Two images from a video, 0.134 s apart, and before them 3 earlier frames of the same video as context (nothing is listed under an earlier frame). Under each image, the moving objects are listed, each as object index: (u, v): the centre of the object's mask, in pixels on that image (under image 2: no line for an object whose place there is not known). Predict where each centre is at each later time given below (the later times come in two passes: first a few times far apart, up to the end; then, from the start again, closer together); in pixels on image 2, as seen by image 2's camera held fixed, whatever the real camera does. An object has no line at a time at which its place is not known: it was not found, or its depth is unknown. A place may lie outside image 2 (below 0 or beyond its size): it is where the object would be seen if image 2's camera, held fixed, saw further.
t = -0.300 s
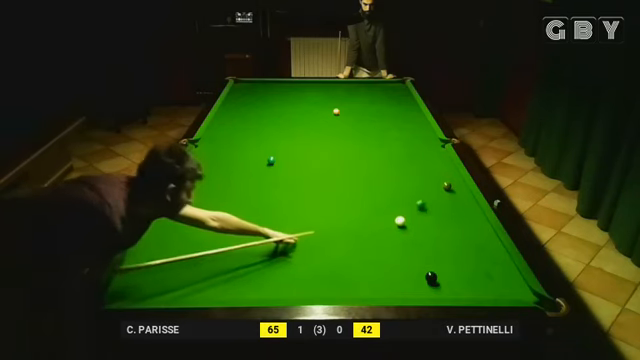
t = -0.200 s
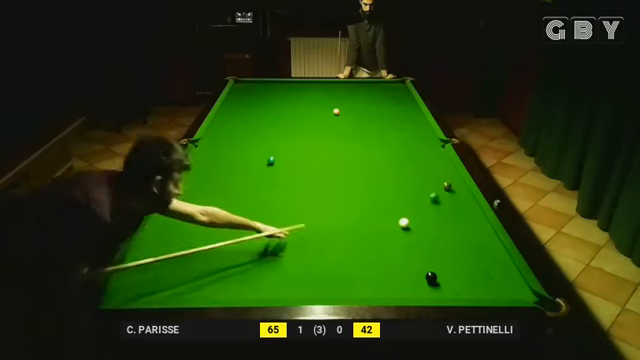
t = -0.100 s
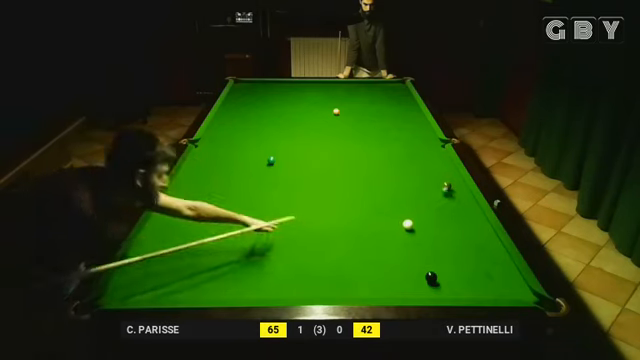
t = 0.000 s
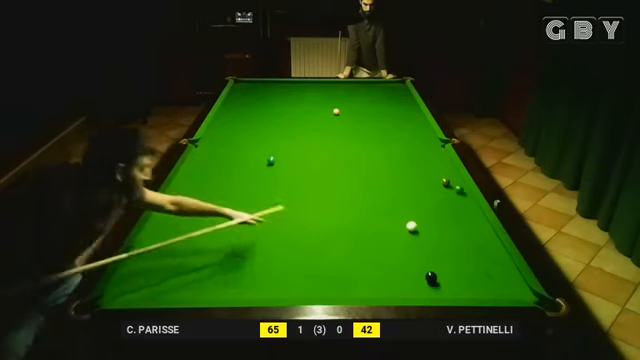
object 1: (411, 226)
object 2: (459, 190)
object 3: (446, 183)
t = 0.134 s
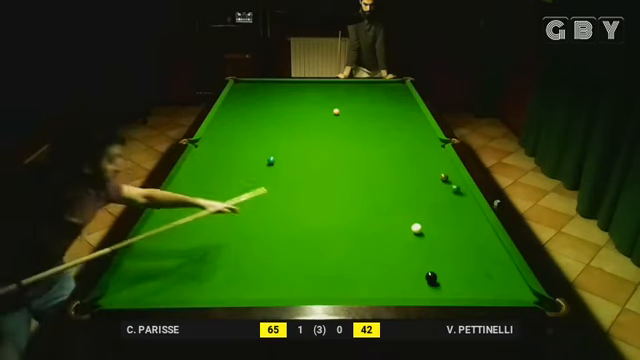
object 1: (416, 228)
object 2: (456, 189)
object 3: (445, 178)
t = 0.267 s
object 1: (421, 230)
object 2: (445, 189)
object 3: (443, 174)
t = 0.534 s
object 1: (429, 234)
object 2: (423, 189)
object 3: (441, 166)
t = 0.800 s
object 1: (437, 238)
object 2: (402, 189)
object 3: (438, 158)
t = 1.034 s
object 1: (443, 240)
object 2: (386, 189)
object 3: (437, 153)
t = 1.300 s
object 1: (449, 243)
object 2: (368, 189)
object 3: (434, 148)
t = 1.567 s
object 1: (453, 245)
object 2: (351, 188)
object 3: (432, 143)
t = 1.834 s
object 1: (457, 246)
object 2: (336, 188)
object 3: (430, 139)
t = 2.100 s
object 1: (459, 247)
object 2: (322, 188)
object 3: (428, 136)
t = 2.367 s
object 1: (461, 248)
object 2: (308, 188)
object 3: (427, 132)
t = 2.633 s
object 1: (461, 248)
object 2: (296, 187)
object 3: (425, 129)
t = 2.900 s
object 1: (461, 248)
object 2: (285, 187)
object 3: (423, 127)
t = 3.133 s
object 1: (461, 248)
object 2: (276, 188)
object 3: (422, 124)
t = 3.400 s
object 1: (461, 248)
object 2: (267, 187)
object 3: (420, 122)
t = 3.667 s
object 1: (461, 248)
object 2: (259, 188)
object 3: (420, 122)
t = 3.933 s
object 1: (461, 248)
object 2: (253, 188)
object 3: (419, 120)
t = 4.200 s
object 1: (461, 248)
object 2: (247, 188)
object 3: (418, 119)
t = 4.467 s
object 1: (461, 248)
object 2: (243, 188)
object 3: (417, 118)
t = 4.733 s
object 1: (461, 248)
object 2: (240, 188)
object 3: (417, 118)
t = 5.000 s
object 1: (461, 248)
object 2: (238, 189)
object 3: (417, 118)
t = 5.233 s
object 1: (461, 248)
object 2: (237, 189)
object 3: (417, 118)
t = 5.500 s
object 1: (461, 248)
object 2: (237, 189)
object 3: (417, 118)
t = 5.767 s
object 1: (461, 248)
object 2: (237, 189)
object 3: (417, 118)
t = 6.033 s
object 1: (461, 248)
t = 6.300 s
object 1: (461, 248)
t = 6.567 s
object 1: (461, 248)
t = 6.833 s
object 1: (461, 248)
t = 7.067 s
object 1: (461, 248)
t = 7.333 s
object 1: (461, 248)
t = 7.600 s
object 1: (461, 248)
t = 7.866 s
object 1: (461, 248)
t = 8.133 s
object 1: (461, 248)
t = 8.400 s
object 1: (461, 248)
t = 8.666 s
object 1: (461, 248)
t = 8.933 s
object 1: (461, 248)
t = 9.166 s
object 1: (461, 248)
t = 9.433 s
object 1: (461, 248)
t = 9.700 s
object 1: (461, 248)
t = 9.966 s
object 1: (461, 248)
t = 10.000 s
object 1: (461, 248)
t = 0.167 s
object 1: (418, 229)
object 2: (453, 189)
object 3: (445, 177)
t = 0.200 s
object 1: (419, 229)
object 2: (450, 189)
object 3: (445, 176)
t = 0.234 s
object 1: (420, 230)
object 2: (447, 189)
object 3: (444, 175)
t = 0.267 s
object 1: (421, 230)
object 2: (445, 189)
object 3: (443, 174)
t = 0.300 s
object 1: (422, 231)
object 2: (442, 189)
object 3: (443, 173)
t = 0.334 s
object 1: (423, 231)
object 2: (439, 189)
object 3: (443, 172)
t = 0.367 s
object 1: (424, 232)
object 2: (436, 189)
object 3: (442, 170)
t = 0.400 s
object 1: (425, 232)
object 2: (433, 189)
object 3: (442, 170)
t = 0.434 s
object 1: (426, 233)
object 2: (431, 189)
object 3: (442, 169)
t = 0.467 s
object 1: (427, 233)
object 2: (428, 189)
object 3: (442, 168)
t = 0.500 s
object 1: (428, 233)
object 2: (425, 189)
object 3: (441, 166)
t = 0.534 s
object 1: (429, 234)
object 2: (423, 189)
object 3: (441, 166)
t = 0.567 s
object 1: (430, 235)
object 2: (420, 189)
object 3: (441, 165)
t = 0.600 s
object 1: (431, 235)
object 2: (418, 189)
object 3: (440, 164)
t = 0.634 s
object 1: (433, 235)
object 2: (415, 189)
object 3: (440, 163)
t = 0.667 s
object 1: (433, 236)
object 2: (413, 188)
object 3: (440, 162)
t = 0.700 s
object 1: (434, 236)
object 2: (410, 189)
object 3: (439, 161)
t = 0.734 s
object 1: (435, 237)
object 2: (408, 189)
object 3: (439, 160)
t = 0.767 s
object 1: (436, 237)
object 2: (405, 189)
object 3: (439, 159)
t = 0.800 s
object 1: (437, 238)
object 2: (402, 189)
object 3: (438, 158)
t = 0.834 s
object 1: (438, 238)
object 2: (400, 189)
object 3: (438, 158)
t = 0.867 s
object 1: (439, 238)
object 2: (398, 189)
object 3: (438, 157)
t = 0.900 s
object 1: (440, 239)
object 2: (395, 189)
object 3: (438, 156)
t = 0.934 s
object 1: (441, 239)
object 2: (393, 189)
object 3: (437, 156)
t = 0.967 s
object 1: (441, 240)
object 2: (391, 189)
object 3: (437, 155)
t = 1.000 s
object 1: (442, 240)
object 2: (388, 189)
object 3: (437, 154)
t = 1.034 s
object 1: (443, 240)
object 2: (386, 189)
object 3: (437, 153)
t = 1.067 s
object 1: (444, 241)
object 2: (384, 189)
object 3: (436, 153)
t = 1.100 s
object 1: (445, 241)
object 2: (382, 189)
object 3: (436, 152)
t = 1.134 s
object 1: (445, 241)
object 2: (379, 189)
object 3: (436, 151)
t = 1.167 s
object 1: (446, 242)
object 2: (377, 189)
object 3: (436, 151)
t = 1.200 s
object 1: (447, 242)
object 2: (375, 189)
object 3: (435, 150)
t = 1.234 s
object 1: (447, 242)
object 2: (373, 189)
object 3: (435, 150)
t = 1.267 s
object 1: (448, 243)
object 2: (370, 188)
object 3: (435, 149)
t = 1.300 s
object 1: (449, 243)
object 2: (368, 189)
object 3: (434, 148)
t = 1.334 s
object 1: (449, 243)
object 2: (366, 188)
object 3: (434, 147)
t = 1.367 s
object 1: (450, 243)
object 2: (364, 188)
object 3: (434, 147)
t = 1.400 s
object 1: (451, 244)
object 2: (362, 189)
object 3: (434, 146)
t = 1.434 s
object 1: (451, 244)
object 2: (360, 188)
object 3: (434, 146)
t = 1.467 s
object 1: (452, 244)
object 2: (358, 188)
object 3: (433, 145)
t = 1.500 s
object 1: (452, 244)
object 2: (356, 188)
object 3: (433, 144)
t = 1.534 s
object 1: (453, 245)
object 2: (353, 188)
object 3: (433, 144)
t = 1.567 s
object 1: (453, 245)
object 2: (351, 188)
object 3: (432, 143)
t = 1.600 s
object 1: (454, 245)
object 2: (349, 188)
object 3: (432, 143)
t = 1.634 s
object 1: (454, 245)
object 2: (348, 188)
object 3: (432, 142)
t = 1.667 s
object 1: (455, 246)
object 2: (346, 188)
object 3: (432, 142)
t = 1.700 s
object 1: (455, 246)
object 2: (344, 188)
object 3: (432, 141)
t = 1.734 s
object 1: (456, 246)
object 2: (342, 188)
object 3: (431, 141)
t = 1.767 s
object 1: (456, 246)
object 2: (340, 188)
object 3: (431, 140)
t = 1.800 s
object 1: (456, 246)
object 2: (338, 188)
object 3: (430, 139)
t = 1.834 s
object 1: (457, 246)
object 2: (336, 188)
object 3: (430, 139)
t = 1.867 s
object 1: (457, 247)
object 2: (334, 188)
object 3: (430, 139)
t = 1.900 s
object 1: (458, 247)
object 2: (332, 188)
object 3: (430, 138)
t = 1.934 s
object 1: (458, 247)
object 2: (330, 188)
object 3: (430, 138)
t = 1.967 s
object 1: (458, 247)
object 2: (329, 188)
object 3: (429, 138)
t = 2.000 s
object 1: (458, 247)
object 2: (327, 188)
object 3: (429, 137)
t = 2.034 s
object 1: (459, 247)
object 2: (325, 188)
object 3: (429, 137)
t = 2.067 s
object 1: (459, 247)
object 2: (323, 188)
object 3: (429, 136)
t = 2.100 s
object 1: (459, 247)
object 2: (322, 188)
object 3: (428, 136)
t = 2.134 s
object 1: (460, 247)
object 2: (320, 188)
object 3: (428, 135)
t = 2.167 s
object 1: (460, 248)
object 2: (318, 188)
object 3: (427, 135)
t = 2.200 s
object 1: (460, 247)
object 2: (316, 188)
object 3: (427, 134)
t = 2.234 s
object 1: (460, 248)
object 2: (315, 188)
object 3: (427, 134)
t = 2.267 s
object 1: (460, 248)
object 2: (313, 188)
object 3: (427, 133)
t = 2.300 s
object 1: (460, 248)
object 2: (311, 188)
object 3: (427, 133)
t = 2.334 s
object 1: (461, 248)
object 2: (310, 188)
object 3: (427, 132)
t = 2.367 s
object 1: (461, 248)
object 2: (308, 188)
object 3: (427, 132)
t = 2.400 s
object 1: (461, 248)
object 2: (307, 188)
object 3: (426, 131)
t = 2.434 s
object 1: (461, 248)
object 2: (305, 188)
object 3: (426, 131)
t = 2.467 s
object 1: (461, 248)
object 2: (304, 188)
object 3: (426, 131)
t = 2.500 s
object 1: (461, 248)
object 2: (302, 188)
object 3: (426, 130)
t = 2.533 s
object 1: (461, 248)
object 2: (301, 188)
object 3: (426, 130)
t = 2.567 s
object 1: (461, 248)
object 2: (299, 188)
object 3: (425, 130)
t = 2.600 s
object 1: (461, 248)
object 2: (298, 188)
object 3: (425, 129)
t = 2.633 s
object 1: (461, 248)
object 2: (296, 187)
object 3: (425, 129)
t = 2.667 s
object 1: (461, 248)
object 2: (295, 188)
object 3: (425, 129)
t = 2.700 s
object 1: (461, 248)
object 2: (293, 188)
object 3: (425, 128)
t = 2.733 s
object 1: (461, 248)
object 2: (292, 188)
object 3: (424, 128)
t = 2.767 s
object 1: (461, 248)
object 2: (291, 188)
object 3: (424, 128)
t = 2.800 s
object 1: (461, 248)
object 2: (289, 187)
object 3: (424, 127)
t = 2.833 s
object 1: (461, 248)
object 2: (288, 187)
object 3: (423, 127)
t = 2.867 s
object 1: (461, 248)
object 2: (286, 187)
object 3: (423, 127)
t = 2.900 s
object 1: (461, 248)
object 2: (285, 187)
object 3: (423, 127)
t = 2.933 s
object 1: (461, 248)
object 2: (284, 188)
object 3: (423, 126)
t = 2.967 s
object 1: (461, 248)
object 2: (282, 188)
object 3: (423, 125)
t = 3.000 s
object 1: (461, 248)
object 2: (281, 188)
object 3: (422, 125)
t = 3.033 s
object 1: (461, 248)
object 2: (280, 188)
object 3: (422, 125)
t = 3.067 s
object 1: (461, 248)
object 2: (279, 188)
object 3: (422, 125)
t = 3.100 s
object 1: (461, 248)
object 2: (278, 188)
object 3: (422, 124)
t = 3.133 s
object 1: (461, 248)
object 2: (276, 188)
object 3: (422, 124)
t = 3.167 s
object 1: (461, 248)
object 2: (275, 188)
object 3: (421, 124)
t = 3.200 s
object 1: (461, 248)
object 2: (274, 187)
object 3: (421, 124)
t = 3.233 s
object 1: (461, 248)
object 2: (273, 187)
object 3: (421, 124)
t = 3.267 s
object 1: (461, 248)
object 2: (272, 187)
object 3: (421, 124)
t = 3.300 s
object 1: (461, 248)
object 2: (270, 188)
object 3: (421, 123)
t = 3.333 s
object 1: (461, 248)
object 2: (270, 187)
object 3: (421, 123)
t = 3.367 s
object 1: (461, 248)
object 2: (268, 187)
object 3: (421, 123)
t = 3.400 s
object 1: (461, 248)
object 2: (267, 187)
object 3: (420, 122)
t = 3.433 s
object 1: (461, 248)
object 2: (266, 187)
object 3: (420, 122)
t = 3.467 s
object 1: (461, 248)
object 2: (265, 188)
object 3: (420, 122)
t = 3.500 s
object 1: (461, 248)
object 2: (264, 188)
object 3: (420, 122)
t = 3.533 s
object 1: (461, 248)
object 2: (263, 188)
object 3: (420, 122)
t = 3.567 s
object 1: (461, 248)
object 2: (262, 188)
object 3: (420, 122)
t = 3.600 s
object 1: (461, 248)
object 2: (261, 188)
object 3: (420, 122)
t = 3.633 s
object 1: (461, 248)
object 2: (260, 188)
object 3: (420, 122)
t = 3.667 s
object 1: (461, 248)
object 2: (259, 188)
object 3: (420, 122)
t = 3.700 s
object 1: (461, 248)
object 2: (259, 188)
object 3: (420, 121)
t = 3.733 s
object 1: (461, 248)
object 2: (258, 188)
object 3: (420, 121)
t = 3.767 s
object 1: (461, 248)
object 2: (257, 188)
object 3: (419, 120)
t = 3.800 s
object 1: (461, 248)
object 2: (256, 188)
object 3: (419, 120)
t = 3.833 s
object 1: (461, 248)
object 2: (255, 188)
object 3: (419, 120)
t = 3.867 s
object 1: (461, 248)
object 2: (254, 188)
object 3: (419, 120)
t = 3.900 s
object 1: (461, 248)
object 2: (254, 188)
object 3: (419, 120)
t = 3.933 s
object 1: (461, 248)
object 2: (253, 188)
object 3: (419, 120)
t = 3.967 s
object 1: (461, 248)
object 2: (252, 188)
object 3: (418, 120)
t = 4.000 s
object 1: (461, 248)
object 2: (251, 188)
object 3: (418, 120)
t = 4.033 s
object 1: (461, 248)
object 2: (251, 188)
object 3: (418, 120)
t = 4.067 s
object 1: (461, 248)
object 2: (250, 188)
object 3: (418, 119)
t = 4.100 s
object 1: (461, 248)
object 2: (249, 188)
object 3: (418, 119)
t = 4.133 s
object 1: (461, 248)
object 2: (249, 188)
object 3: (418, 119)
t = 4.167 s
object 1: (461, 248)
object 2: (248, 188)
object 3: (418, 119)
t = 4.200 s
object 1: (461, 248)
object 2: (247, 188)
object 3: (418, 119)
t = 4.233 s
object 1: (461, 248)
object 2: (247, 188)
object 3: (418, 119)
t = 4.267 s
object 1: (461, 248)
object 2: (246, 188)
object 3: (418, 119)
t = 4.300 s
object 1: (461, 248)
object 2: (246, 188)
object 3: (417, 118)
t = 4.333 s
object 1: (461, 248)
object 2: (245, 188)
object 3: (417, 118)
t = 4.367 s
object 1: (461, 248)
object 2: (244, 188)
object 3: (417, 118)
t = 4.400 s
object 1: (461, 248)
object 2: (244, 188)
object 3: (417, 118)
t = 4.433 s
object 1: (461, 248)
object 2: (243, 188)
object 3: (417, 118)
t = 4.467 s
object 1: (461, 248)
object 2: (243, 188)
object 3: (417, 118)
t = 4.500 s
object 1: (461, 248)
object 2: (242, 188)
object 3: (417, 118)
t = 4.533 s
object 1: (461, 248)
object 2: (242, 188)
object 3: (417, 118)
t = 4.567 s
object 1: (461, 248)
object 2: (242, 188)
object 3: (417, 118)
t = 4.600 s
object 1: (461, 248)
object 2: (241, 188)
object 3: (417, 118)
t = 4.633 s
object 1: (461, 248)
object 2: (241, 188)
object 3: (417, 118)
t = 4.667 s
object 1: (461, 248)
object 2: (240, 188)
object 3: (417, 118)
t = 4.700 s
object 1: (461, 248)
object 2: (240, 189)
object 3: (417, 118)
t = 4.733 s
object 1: (461, 248)
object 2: (240, 188)
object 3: (417, 118)
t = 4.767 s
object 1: (461, 248)
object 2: (239, 189)
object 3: (417, 118)
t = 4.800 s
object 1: (461, 248)
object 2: (239, 189)
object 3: (417, 118)
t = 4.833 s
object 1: (461, 248)
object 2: (239, 189)
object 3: (417, 118)
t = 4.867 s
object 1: (461, 248)
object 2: (239, 189)
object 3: (417, 118)
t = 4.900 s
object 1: (461, 248)
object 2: (238, 189)
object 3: (417, 118)
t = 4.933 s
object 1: (461, 248)
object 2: (238, 189)
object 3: (417, 118)
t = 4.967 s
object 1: (461, 248)
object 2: (238, 189)
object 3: (417, 118)
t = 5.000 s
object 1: (461, 248)
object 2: (238, 189)
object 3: (417, 118)
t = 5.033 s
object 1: (461, 248)
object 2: (238, 189)
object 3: (417, 118)
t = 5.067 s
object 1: (461, 248)
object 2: (238, 189)
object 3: (417, 118)
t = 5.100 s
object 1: (461, 248)
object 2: (238, 189)
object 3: (417, 118)
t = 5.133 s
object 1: (461, 248)
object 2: (237, 189)
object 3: (417, 118)
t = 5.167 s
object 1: (461, 248)
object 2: (237, 189)
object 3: (417, 118)
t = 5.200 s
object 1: (461, 248)
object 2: (237, 189)
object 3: (417, 118)
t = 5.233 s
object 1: (461, 248)
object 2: (237, 189)
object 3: (417, 118)
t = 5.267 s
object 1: (461, 248)
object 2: (237, 189)
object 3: (417, 118)
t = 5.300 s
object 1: (461, 248)
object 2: (237, 189)
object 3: (417, 118)
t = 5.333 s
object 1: (461, 248)
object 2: (237, 189)
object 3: (417, 117)
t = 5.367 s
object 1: (461, 248)
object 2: (237, 189)
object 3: (417, 117)
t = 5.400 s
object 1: (461, 248)
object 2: (237, 189)
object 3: (417, 117)
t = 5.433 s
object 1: (461, 248)
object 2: (237, 189)
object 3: (417, 117)
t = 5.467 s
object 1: (461, 248)
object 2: (237, 189)
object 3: (417, 118)
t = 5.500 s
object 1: (461, 248)
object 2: (237, 189)
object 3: (417, 118)
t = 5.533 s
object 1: (461, 248)
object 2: (237, 189)
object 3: (417, 118)
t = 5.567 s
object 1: (461, 248)
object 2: (237, 189)
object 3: (417, 118)
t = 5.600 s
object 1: (461, 248)
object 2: (237, 189)
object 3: (417, 118)
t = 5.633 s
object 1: (461, 248)
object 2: (237, 189)
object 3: (417, 118)
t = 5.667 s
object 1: (461, 248)
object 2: (237, 189)
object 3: (417, 118)
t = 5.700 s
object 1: (461, 248)
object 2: (237, 189)
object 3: (417, 118)
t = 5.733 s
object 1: (461, 248)
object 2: (237, 189)
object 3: (417, 118)
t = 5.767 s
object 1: (461, 248)
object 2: (237, 189)
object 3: (417, 118)
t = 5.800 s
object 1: (461, 248)
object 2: (237, 189)
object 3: (417, 118)
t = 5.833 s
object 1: (461, 248)
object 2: (237, 189)
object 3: (417, 118)
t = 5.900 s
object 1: (461, 248)
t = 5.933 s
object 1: (461, 248)
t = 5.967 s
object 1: (461, 248)
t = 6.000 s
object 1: (461, 248)
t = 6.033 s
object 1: (461, 248)
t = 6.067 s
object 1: (461, 248)
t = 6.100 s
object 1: (461, 248)
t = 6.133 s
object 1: (461, 248)
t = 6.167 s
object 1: (461, 248)
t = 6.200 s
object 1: (461, 248)
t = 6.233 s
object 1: (461, 248)
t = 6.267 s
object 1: (461, 248)
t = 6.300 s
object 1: (461, 248)
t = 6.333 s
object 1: (461, 248)
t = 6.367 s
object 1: (461, 248)
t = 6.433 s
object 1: (461, 248)
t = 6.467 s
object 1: (461, 248)
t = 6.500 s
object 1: (461, 248)
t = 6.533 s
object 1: (461, 248)
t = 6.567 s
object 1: (461, 248)
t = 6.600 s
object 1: (461, 248)
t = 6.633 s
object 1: (461, 248)
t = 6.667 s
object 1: (461, 248)
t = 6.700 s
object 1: (461, 248)
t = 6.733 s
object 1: (461, 248)
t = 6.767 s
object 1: (461, 248)
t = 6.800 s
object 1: (461, 248)
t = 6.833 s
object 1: (461, 248)
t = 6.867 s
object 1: (461, 248)
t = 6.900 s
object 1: (461, 248)
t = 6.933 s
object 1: (461, 248)
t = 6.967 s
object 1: (461, 248)
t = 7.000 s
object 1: (461, 248)
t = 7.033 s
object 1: (461, 248)
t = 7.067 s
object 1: (461, 248)
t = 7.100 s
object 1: (461, 248)
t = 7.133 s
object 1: (461, 248)
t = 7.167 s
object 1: (461, 248)
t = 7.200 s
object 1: (461, 248)
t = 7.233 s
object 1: (461, 248)
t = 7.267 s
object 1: (461, 248)
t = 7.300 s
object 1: (461, 248)
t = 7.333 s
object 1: (461, 248)
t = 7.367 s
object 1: (461, 248)
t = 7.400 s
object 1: (461, 248)
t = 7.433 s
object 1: (461, 248)
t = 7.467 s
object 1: (461, 248)
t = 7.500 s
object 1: (461, 248)
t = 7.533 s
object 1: (461, 248)
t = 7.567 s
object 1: (461, 248)
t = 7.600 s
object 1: (461, 248)
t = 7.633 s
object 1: (461, 248)
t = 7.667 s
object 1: (461, 248)
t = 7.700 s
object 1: (461, 248)
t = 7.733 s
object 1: (461, 248)
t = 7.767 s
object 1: (461, 248)
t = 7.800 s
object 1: (461, 248)
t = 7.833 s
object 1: (461, 248)
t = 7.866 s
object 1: (461, 248)
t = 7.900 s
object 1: (461, 248)
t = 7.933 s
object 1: (461, 248)
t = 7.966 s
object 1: (461, 248)
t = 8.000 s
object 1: (461, 248)
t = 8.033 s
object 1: (461, 248)
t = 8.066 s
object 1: (461, 248)
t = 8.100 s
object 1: (461, 248)
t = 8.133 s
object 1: (461, 248)
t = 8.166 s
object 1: (461, 248)
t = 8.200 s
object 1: (461, 248)
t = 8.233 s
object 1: (461, 248)
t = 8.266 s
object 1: (461, 248)
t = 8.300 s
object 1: (461, 248)
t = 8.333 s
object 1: (461, 248)
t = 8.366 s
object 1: (461, 248)
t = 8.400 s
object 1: (461, 248)
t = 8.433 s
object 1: (461, 248)
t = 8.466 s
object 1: (461, 248)
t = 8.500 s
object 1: (461, 248)
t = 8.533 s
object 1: (461, 248)
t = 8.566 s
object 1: (461, 248)
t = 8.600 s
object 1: (461, 248)
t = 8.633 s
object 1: (461, 248)
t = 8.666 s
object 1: (461, 248)
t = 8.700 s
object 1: (461, 248)
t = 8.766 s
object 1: (461, 248)
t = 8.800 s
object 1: (461, 248)
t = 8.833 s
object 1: (461, 248)
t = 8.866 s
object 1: (461, 248)
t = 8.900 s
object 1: (461, 248)
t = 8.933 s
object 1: (461, 248)
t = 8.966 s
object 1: (461, 248)
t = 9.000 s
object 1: (461, 248)
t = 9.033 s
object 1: (461, 248)
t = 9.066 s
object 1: (461, 248)
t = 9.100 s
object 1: (461, 248)
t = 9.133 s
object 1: (461, 248)
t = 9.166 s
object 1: (461, 248)
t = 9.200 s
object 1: (461, 248)
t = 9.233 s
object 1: (461, 248)
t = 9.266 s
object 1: (461, 248)
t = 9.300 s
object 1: (461, 248)
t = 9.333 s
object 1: (461, 248)
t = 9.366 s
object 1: (461, 248)
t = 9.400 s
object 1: (461, 248)
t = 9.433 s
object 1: (461, 248)
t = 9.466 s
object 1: (461, 248)
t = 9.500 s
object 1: (461, 248)
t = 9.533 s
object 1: (461, 248)
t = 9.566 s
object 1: (461, 248)
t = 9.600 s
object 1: (461, 248)
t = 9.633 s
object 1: (461, 248)
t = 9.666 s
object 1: (461, 248)
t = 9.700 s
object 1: (461, 248)
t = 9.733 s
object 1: (461, 248)
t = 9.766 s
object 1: (461, 248)
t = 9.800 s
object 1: (461, 248)
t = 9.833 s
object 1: (461, 248)
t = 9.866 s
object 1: (461, 248)
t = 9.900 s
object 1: (461, 248)
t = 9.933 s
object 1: (461, 248)
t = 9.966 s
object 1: (461, 248)
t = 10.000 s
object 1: (461, 248)
